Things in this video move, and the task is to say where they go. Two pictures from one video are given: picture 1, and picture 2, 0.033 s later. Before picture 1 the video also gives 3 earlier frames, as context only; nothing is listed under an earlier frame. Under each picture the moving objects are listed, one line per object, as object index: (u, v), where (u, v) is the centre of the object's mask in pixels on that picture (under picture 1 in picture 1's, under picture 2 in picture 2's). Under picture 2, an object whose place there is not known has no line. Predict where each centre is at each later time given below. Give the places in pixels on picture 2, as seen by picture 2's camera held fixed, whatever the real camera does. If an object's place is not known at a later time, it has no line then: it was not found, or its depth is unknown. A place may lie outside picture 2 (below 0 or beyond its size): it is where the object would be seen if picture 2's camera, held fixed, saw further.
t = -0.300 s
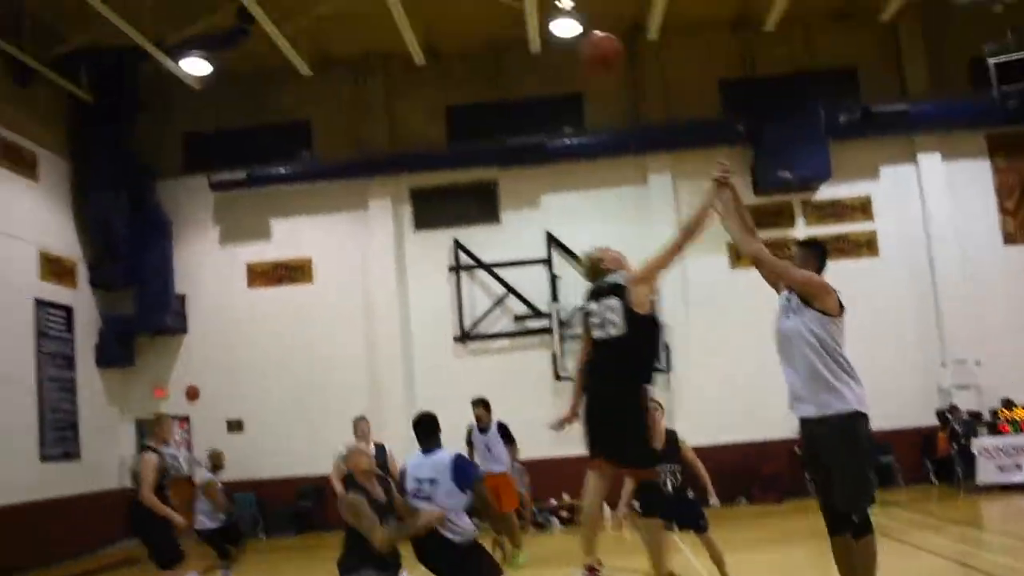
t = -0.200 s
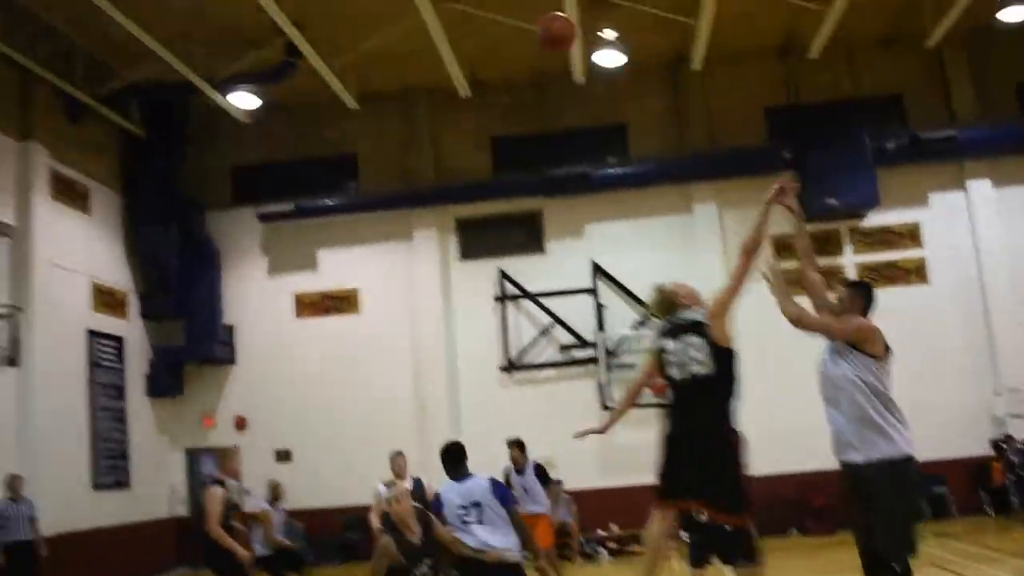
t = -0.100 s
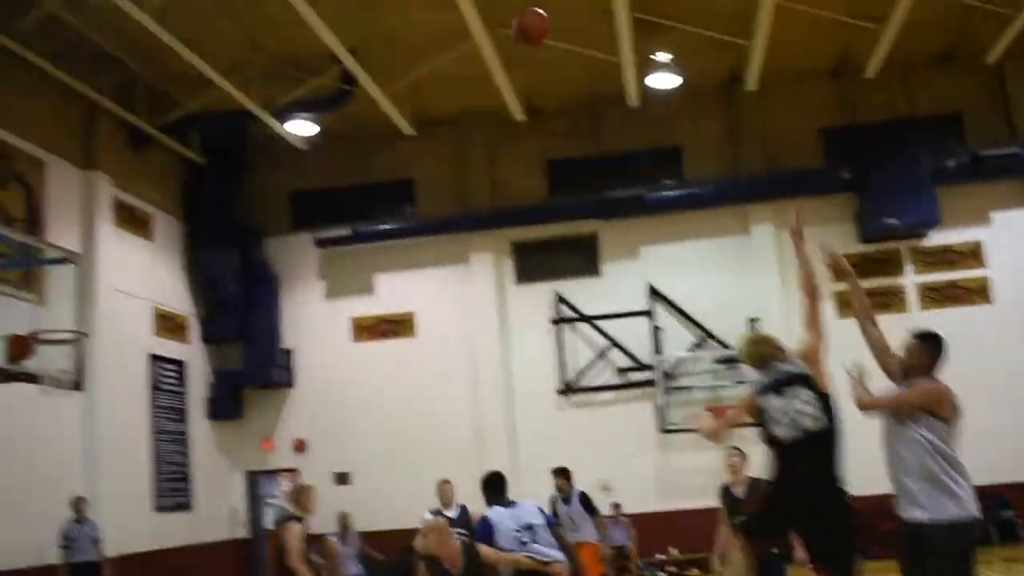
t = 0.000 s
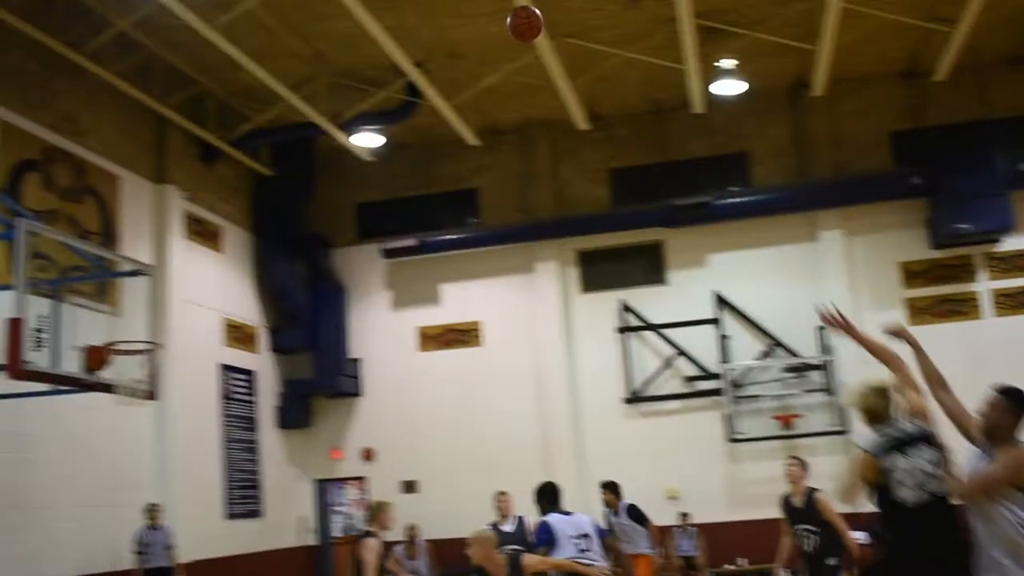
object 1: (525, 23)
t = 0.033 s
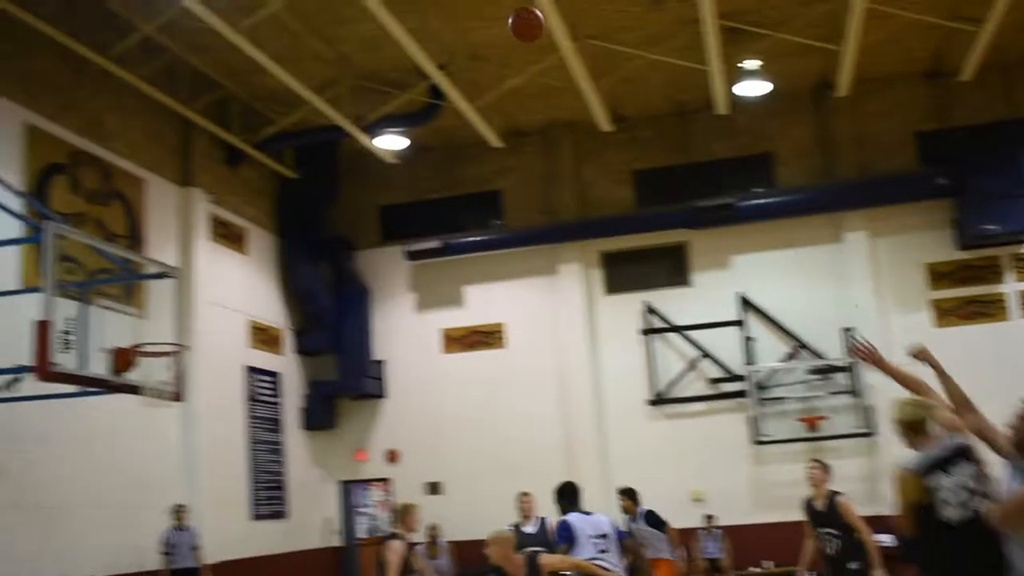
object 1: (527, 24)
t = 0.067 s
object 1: (503, 24)
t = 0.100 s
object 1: (481, 26)
